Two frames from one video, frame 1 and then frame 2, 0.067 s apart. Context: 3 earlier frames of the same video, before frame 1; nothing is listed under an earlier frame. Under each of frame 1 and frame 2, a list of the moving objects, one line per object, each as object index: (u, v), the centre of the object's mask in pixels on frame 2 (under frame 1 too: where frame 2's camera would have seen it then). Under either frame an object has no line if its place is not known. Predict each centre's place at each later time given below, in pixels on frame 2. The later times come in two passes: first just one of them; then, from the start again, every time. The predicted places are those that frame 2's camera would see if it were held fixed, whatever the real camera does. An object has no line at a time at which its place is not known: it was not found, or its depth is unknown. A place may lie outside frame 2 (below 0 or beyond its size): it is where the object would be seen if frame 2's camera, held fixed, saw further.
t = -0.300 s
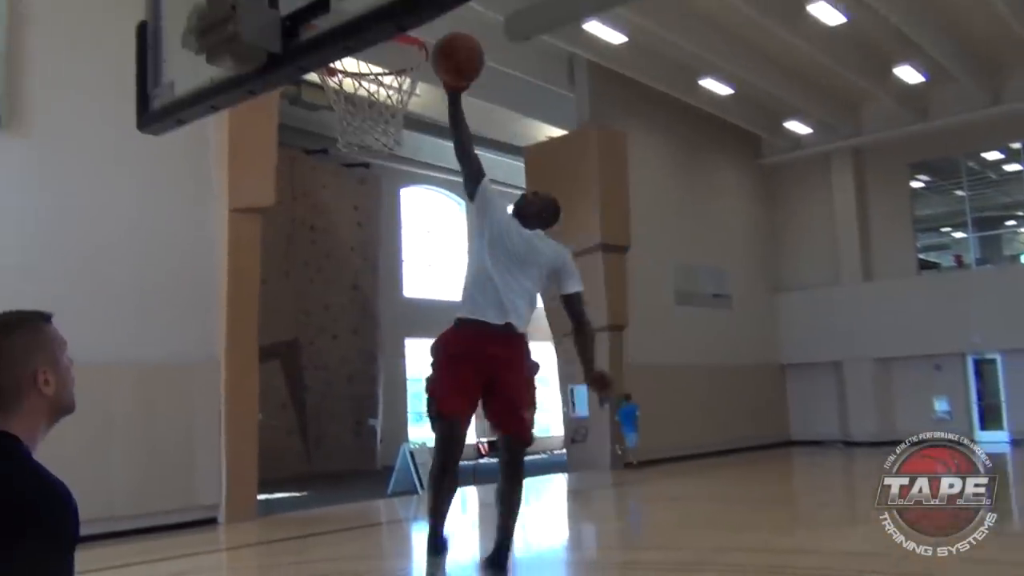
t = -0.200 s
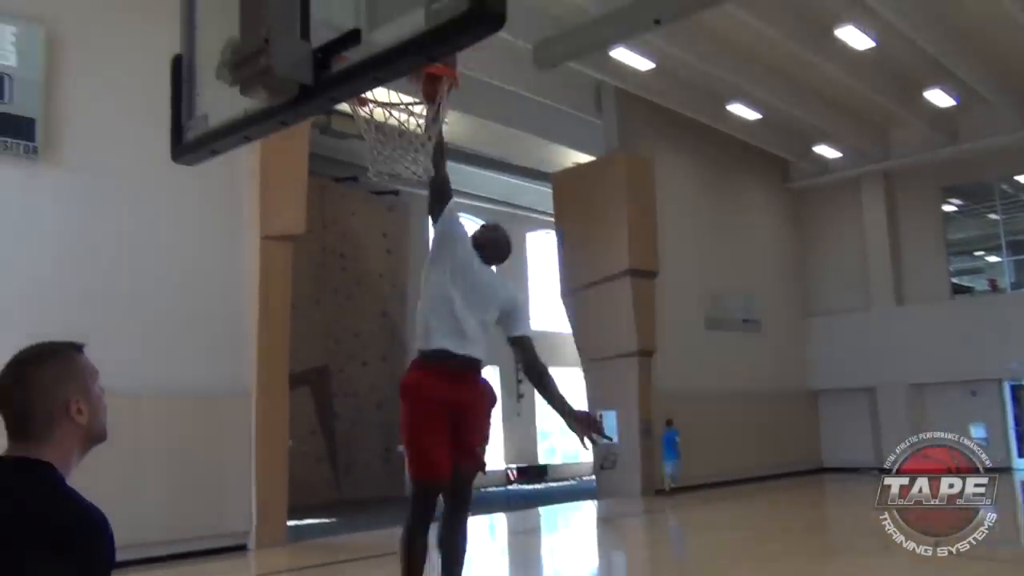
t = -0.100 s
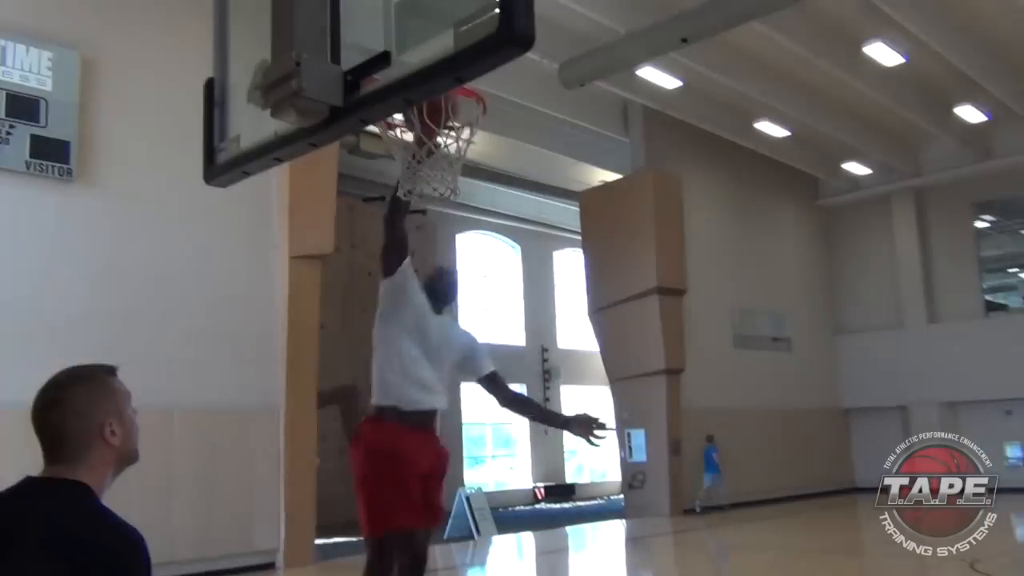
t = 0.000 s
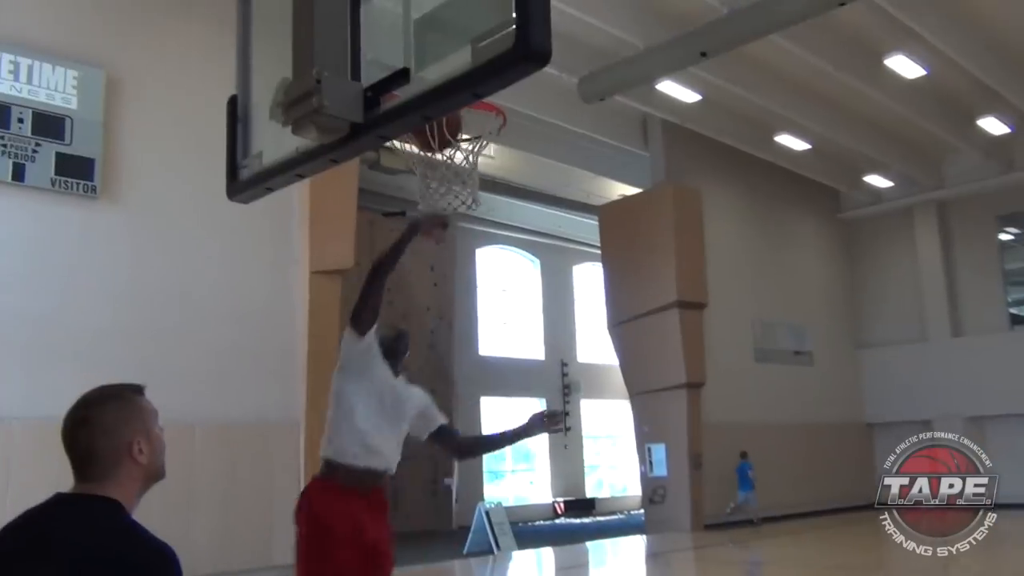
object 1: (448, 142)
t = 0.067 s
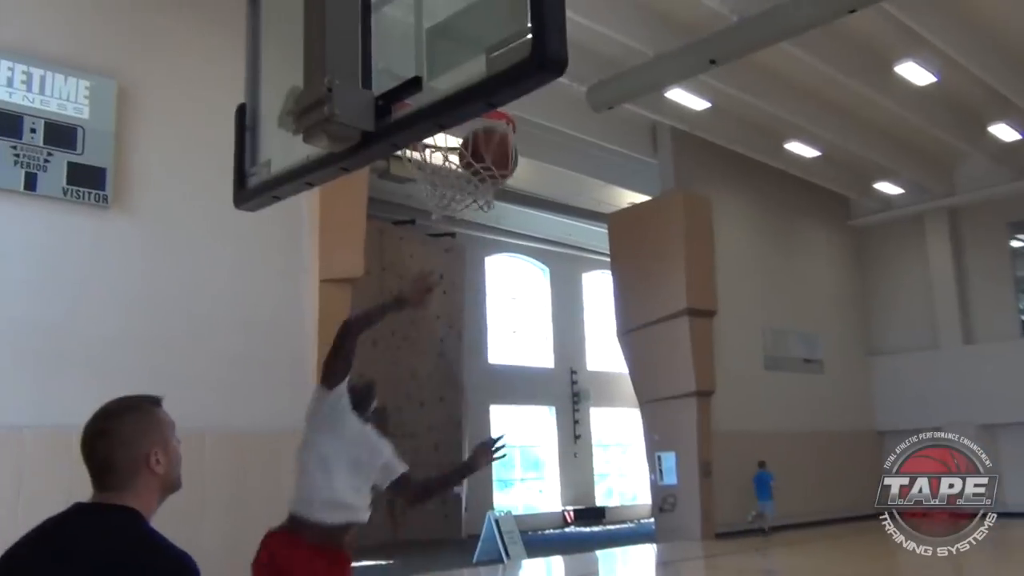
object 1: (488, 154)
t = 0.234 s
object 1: (456, 233)
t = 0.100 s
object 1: (484, 170)
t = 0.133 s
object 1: (477, 187)
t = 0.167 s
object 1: (468, 214)
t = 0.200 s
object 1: (462, 222)
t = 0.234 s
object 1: (456, 233)
